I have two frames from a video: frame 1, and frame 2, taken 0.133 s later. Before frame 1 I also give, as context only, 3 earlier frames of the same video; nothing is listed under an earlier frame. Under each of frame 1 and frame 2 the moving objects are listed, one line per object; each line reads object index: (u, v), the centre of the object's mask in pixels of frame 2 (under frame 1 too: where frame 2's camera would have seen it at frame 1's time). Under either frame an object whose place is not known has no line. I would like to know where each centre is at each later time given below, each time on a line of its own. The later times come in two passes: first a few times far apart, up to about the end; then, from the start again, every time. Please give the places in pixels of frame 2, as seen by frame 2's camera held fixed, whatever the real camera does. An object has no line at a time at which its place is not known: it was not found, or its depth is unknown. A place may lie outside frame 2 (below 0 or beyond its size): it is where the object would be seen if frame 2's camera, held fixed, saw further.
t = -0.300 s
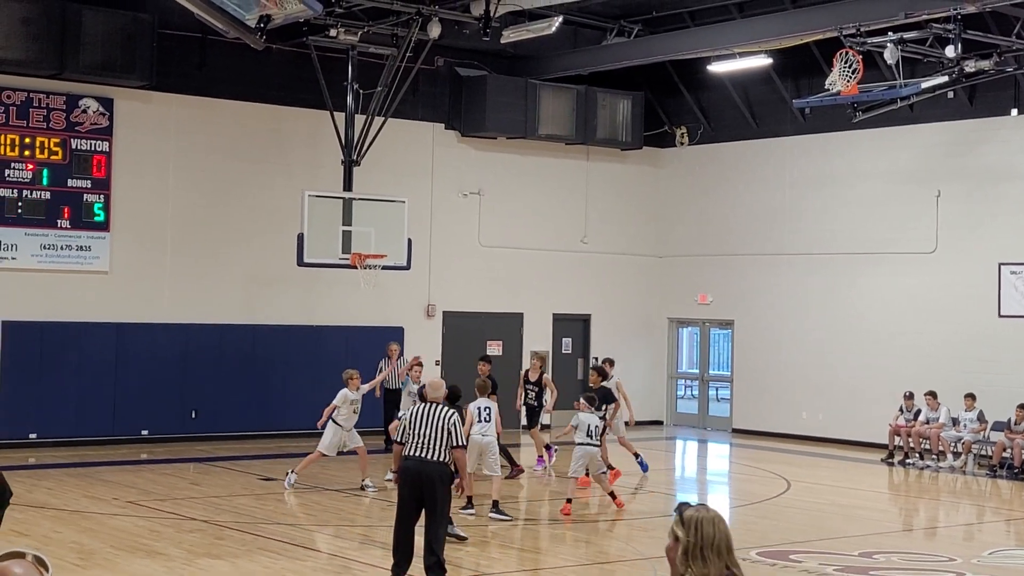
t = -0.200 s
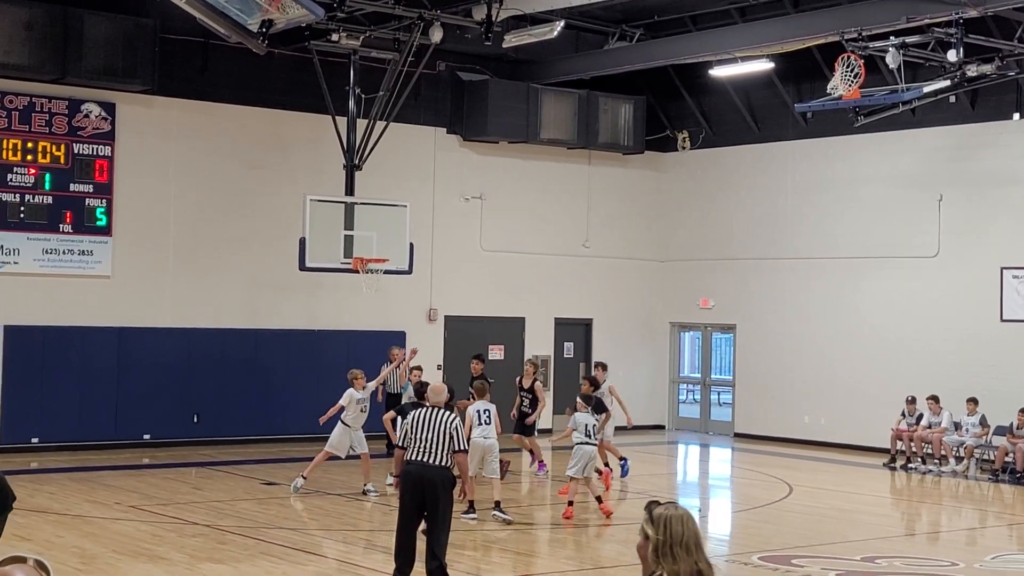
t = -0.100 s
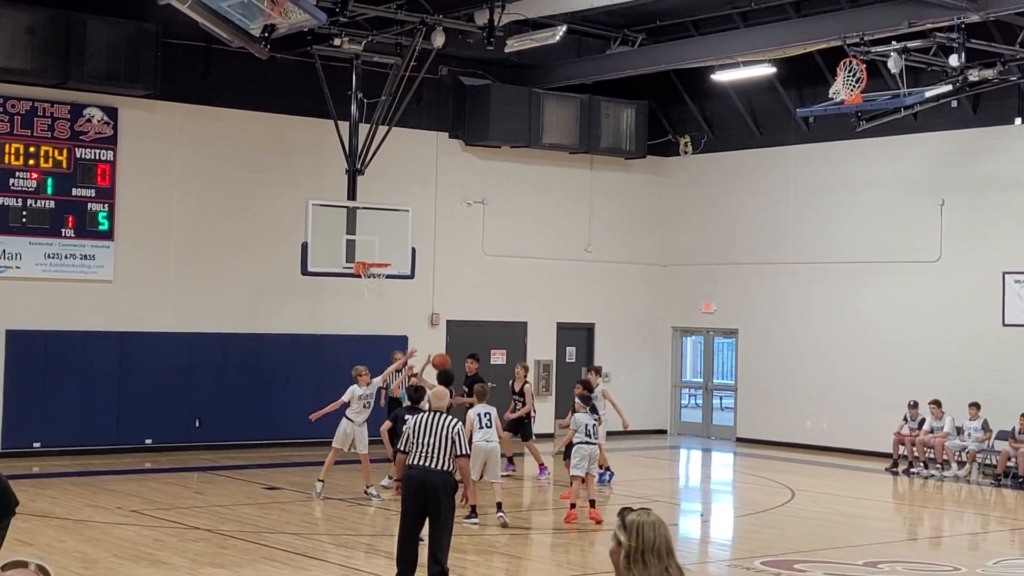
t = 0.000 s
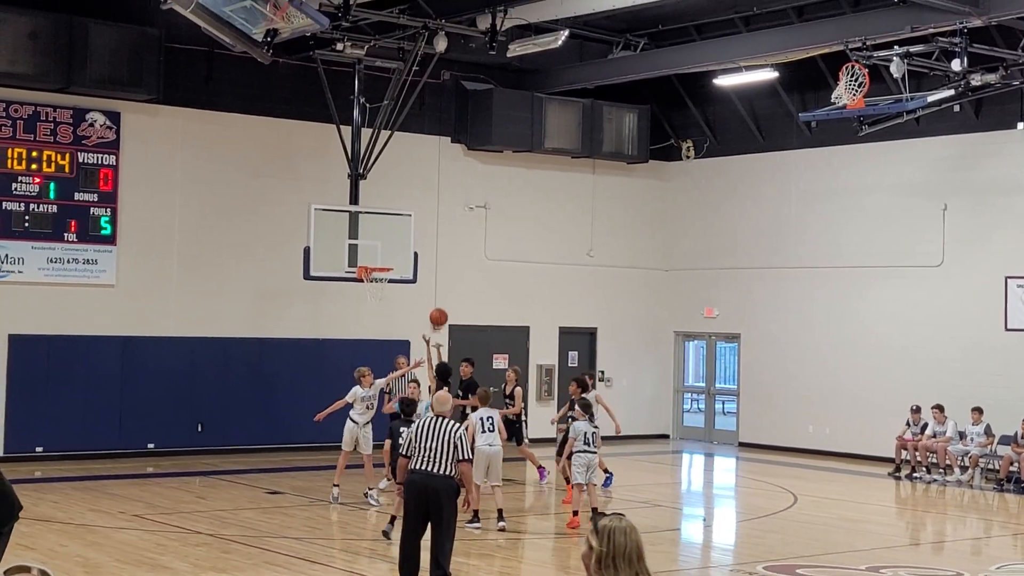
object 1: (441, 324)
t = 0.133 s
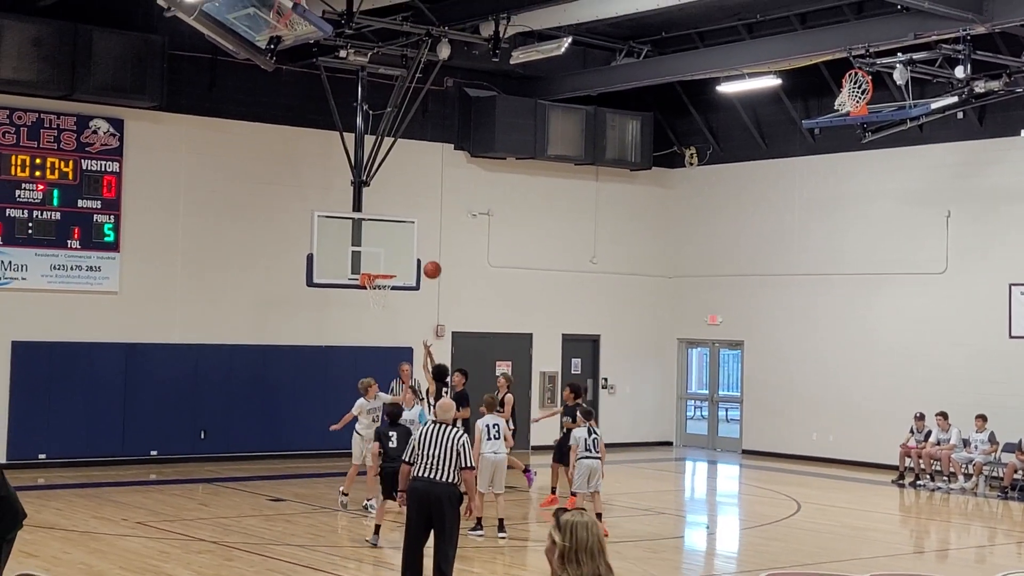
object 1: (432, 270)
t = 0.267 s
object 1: (423, 231)
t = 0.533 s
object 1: (406, 196)
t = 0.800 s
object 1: (389, 210)
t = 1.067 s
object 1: (382, 264)
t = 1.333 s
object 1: (375, 252)
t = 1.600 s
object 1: (353, 262)
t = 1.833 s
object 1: (332, 313)
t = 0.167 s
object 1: (430, 259)
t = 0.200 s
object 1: (427, 249)
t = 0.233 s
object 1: (426, 239)
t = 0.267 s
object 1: (423, 231)
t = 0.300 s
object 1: (421, 223)
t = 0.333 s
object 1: (419, 217)
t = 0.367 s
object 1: (417, 211)
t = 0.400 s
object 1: (415, 206)
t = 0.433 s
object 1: (412, 202)
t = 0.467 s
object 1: (410, 199)
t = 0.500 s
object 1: (408, 197)
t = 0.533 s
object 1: (406, 196)
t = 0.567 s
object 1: (404, 195)
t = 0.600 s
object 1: (402, 195)
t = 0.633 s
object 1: (400, 196)
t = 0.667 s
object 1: (398, 197)
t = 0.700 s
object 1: (396, 200)
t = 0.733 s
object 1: (394, 203)
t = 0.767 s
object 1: (391, 206)
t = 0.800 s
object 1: (389, 210)
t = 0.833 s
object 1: (387, 215)
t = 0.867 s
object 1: (385, 221)
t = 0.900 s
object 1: (383, 228)
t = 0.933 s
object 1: (380, 234)
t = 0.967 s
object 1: (378, 242)
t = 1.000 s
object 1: (376, 251)
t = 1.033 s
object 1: (378, 257)
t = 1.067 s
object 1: (382, 264)
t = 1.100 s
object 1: (386, 269)
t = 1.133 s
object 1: (387, 269)
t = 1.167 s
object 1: (387, 269)
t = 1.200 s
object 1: (385, 265)
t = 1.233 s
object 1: (383, 260)
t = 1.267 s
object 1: (380, 257)
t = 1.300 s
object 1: (378, 254)
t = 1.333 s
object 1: (375, 252)
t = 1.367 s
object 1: (373, 250)
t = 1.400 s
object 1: (370, 250)
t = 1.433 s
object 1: (367, 250)
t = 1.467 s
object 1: (364, 251)
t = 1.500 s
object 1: (361, 252)
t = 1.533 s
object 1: (358, 255)
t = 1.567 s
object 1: (356, 258)
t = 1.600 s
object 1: (353, 262)
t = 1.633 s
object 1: (350, 267)
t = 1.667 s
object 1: (346, 272)
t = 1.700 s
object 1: (344, 279)
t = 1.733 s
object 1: (340, 286)
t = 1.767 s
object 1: (338, 295)
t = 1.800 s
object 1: (335, 304)
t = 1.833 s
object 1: (332, 313)
